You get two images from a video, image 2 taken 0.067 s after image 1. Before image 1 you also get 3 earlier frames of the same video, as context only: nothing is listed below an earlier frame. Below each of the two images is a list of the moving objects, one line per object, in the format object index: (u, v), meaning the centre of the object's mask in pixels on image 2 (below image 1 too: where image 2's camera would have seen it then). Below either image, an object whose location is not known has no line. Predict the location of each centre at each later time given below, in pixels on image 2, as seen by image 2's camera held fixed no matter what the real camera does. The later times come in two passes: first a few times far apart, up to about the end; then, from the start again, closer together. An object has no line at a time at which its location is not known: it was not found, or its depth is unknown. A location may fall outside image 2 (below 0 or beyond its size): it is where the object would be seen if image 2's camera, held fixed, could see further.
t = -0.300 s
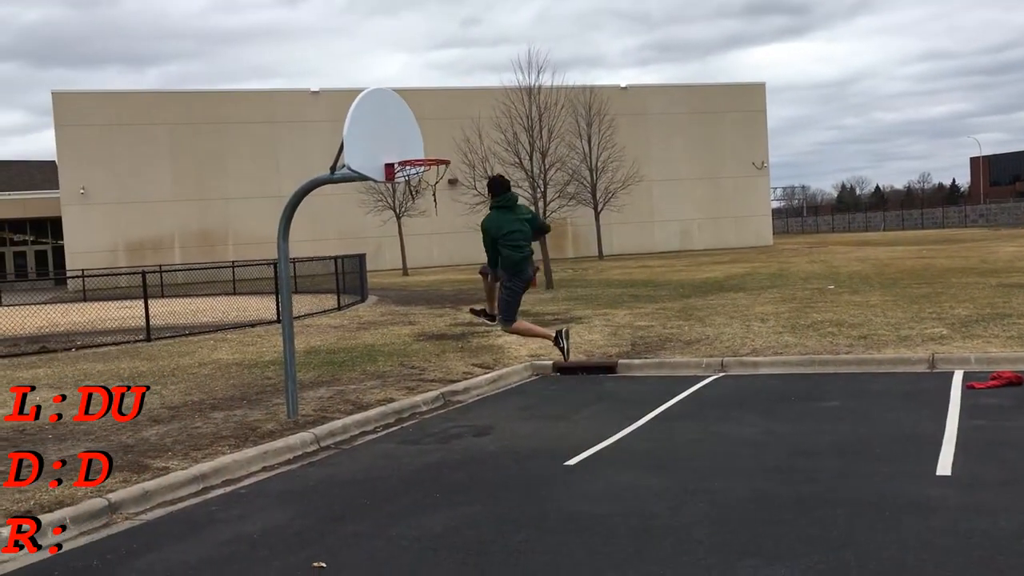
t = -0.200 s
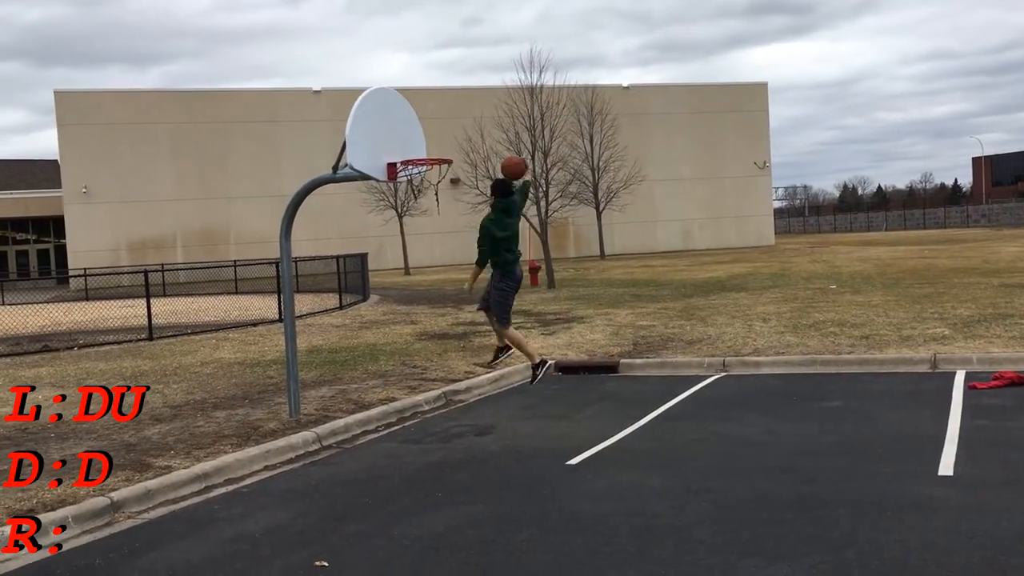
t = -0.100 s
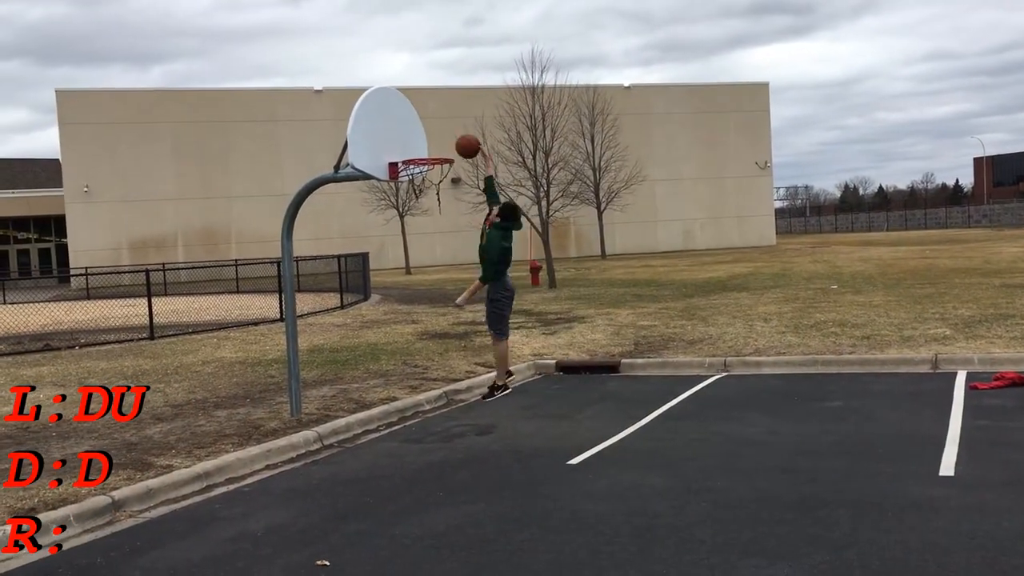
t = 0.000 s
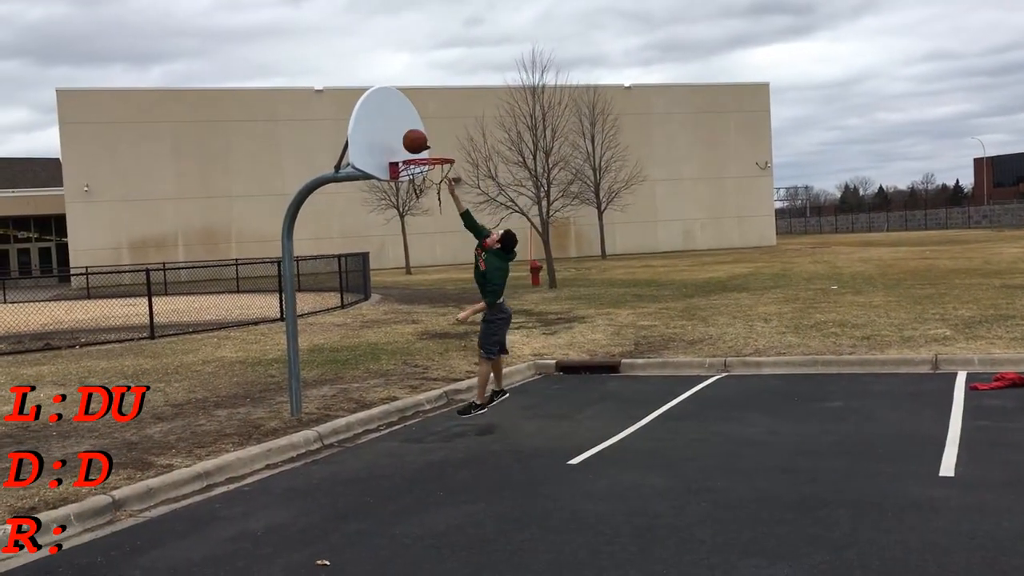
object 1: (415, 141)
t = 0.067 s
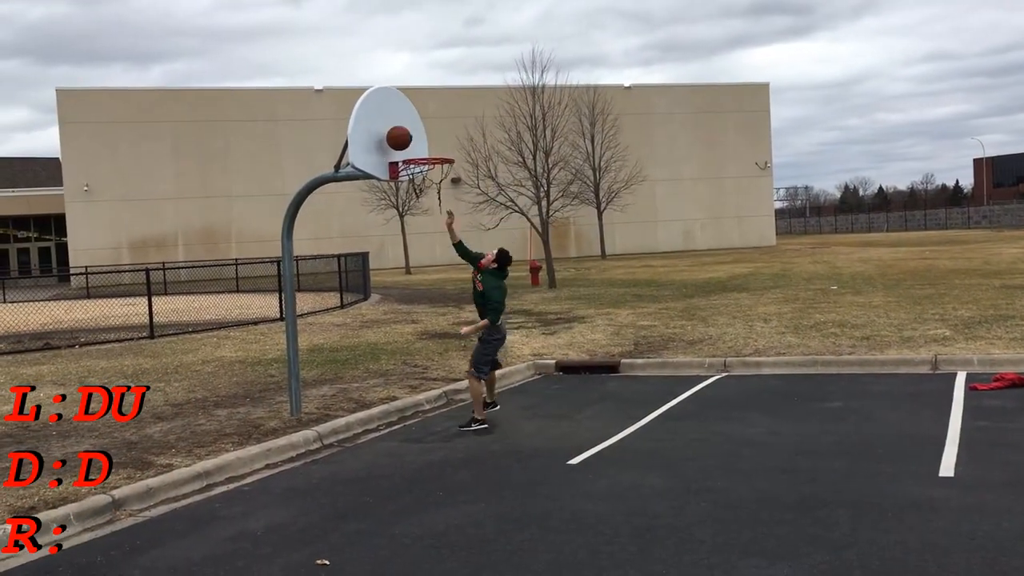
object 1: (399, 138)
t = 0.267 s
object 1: (444, 148)
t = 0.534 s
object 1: (517, 234)
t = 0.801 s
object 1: (597, 412)
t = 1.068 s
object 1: (637, 344)
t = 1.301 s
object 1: (670, 292)
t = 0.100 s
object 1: (407, 136)
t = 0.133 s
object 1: (414, 136)
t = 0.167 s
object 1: (421, 137)
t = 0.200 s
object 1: (428, 140)
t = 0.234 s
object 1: (436, 143)
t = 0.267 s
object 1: (444, 148)
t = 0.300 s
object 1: (453, 154)
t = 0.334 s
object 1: (461, 162)
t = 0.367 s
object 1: (470, 170)
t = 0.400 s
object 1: (479, 180)
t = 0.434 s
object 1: (489, 192)
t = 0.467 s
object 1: (498, 204)
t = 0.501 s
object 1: (508, 219)
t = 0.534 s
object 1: (517, 234)
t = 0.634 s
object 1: (547, 289)
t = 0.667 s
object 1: (557, 311)
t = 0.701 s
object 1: (567, 334)
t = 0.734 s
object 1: (577, 359)
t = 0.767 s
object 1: (587, 385)
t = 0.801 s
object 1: (597, 412)
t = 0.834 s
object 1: (607, 442)
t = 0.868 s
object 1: (613, 443)
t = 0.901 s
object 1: (617, 423)
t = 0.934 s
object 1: (621, 404)
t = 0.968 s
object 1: (625, 388)
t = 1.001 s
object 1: (630, 372)
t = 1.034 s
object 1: (634, 357)
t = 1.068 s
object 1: (637, 344)
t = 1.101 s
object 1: (642, 333)
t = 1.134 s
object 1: (646, 322)
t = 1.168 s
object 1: (650, 313)
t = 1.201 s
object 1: (655, 305)
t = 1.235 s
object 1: (659, 299)
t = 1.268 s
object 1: (667, 294)
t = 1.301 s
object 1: (670, 292)
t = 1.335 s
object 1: (675, 290)
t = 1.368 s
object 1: (680, 289)
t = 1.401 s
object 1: (685, 289)
